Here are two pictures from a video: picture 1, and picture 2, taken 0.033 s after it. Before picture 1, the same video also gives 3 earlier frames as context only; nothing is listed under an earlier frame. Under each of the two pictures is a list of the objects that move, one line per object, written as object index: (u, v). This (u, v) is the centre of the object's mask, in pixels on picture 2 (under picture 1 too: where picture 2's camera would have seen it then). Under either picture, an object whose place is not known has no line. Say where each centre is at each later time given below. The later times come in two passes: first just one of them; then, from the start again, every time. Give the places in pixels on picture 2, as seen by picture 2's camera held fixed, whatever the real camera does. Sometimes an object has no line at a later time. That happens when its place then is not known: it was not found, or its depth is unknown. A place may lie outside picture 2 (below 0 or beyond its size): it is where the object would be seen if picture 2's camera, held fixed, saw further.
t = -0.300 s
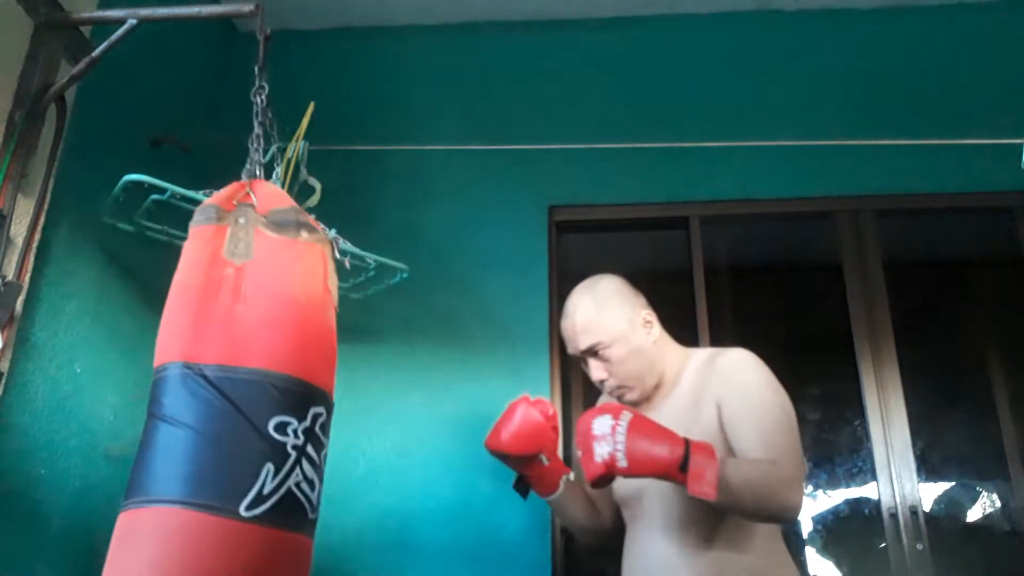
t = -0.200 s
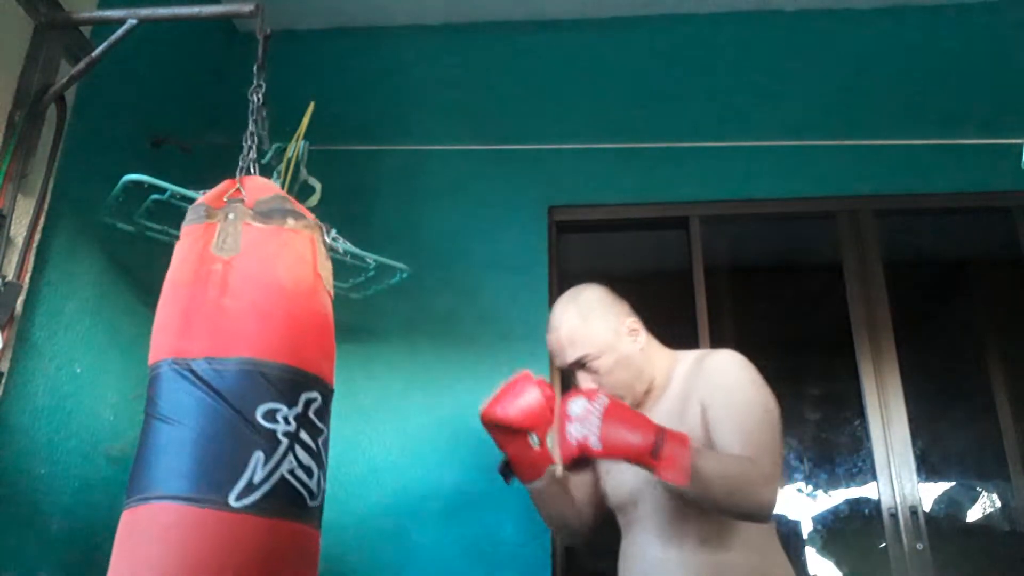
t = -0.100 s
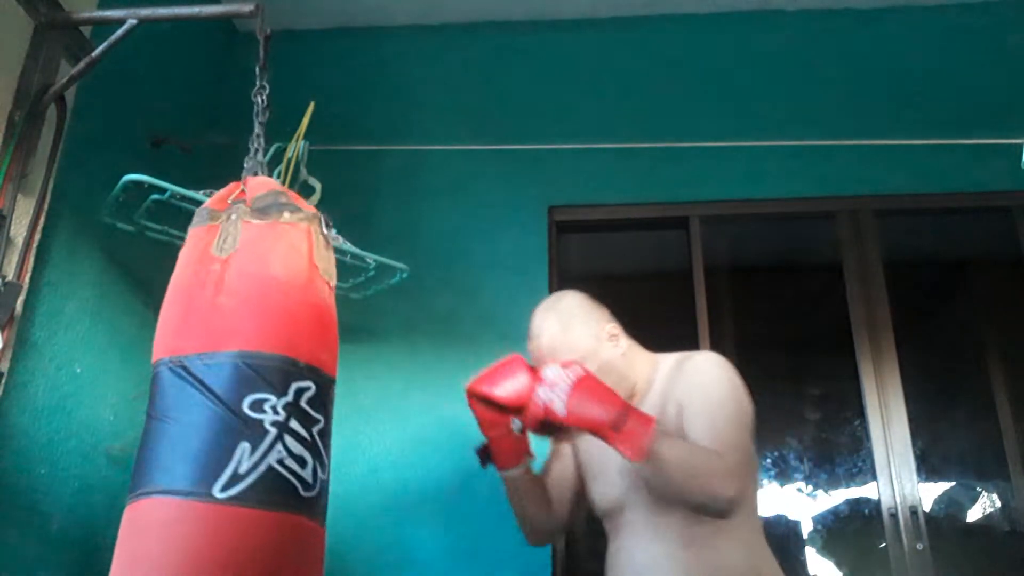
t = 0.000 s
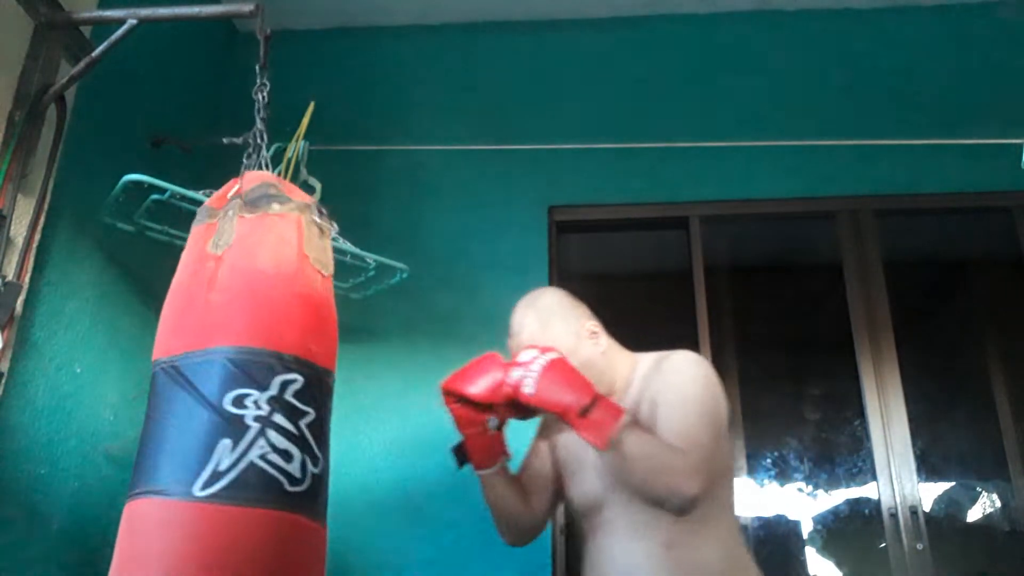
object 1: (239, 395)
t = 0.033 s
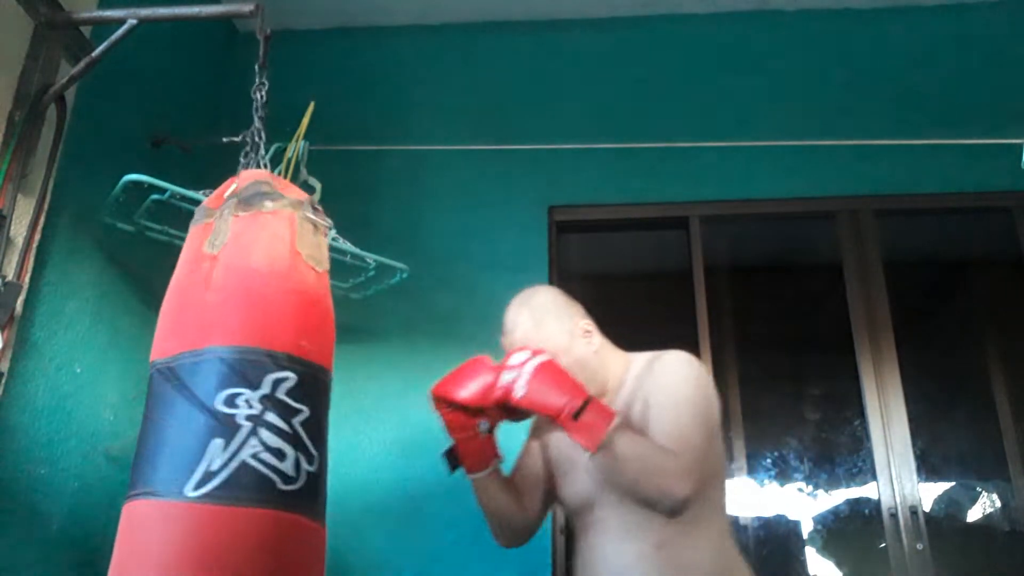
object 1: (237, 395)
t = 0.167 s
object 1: (228, 401)
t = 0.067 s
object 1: (235, 396)
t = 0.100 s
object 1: (233, 398)
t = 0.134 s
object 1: (230, 399)
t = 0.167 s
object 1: (228, 401)
